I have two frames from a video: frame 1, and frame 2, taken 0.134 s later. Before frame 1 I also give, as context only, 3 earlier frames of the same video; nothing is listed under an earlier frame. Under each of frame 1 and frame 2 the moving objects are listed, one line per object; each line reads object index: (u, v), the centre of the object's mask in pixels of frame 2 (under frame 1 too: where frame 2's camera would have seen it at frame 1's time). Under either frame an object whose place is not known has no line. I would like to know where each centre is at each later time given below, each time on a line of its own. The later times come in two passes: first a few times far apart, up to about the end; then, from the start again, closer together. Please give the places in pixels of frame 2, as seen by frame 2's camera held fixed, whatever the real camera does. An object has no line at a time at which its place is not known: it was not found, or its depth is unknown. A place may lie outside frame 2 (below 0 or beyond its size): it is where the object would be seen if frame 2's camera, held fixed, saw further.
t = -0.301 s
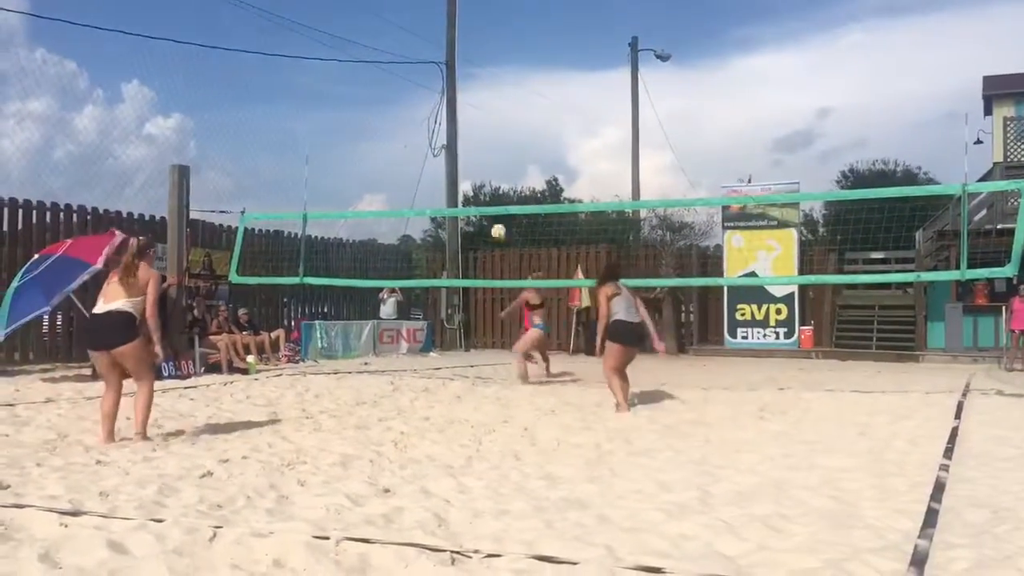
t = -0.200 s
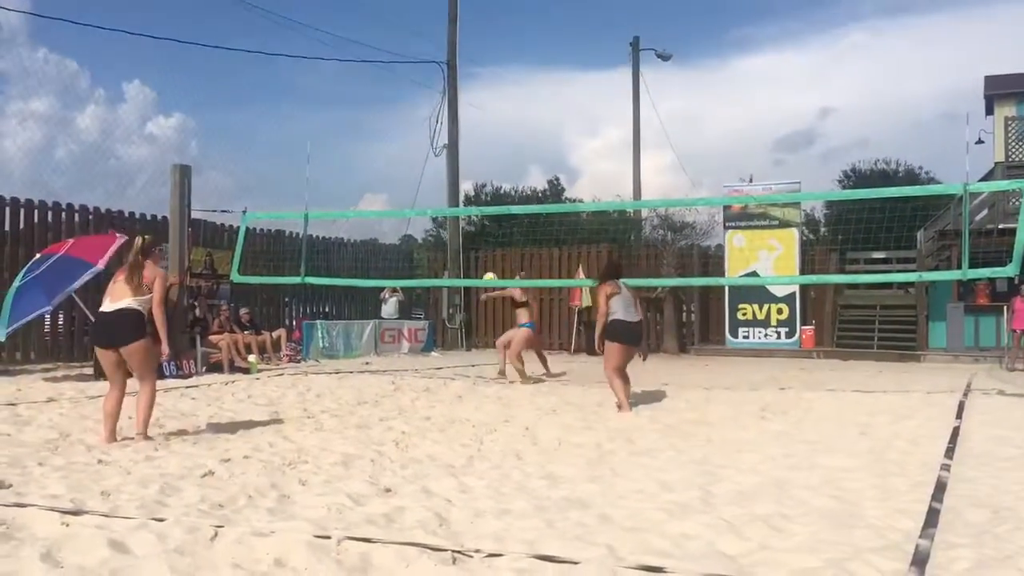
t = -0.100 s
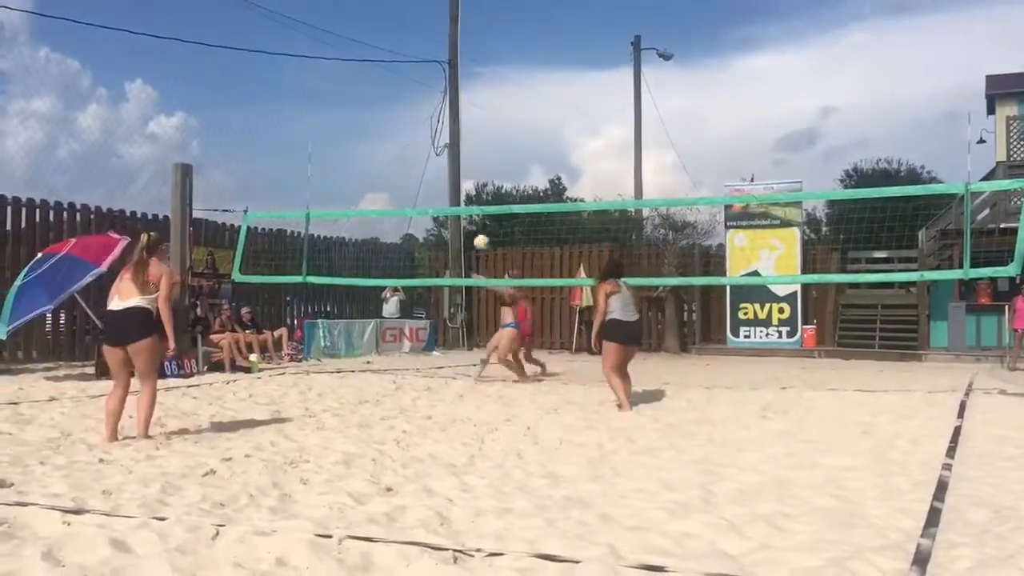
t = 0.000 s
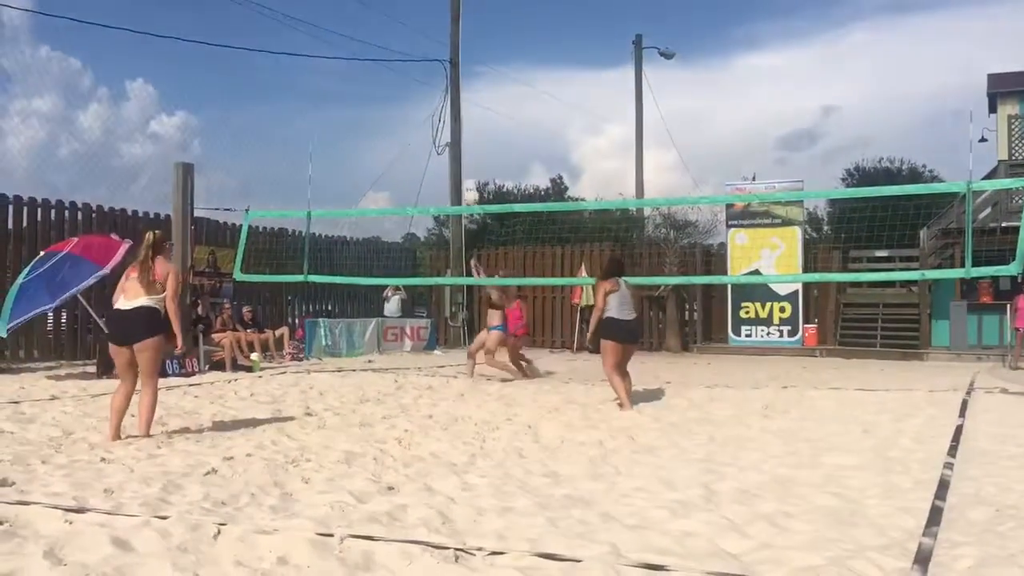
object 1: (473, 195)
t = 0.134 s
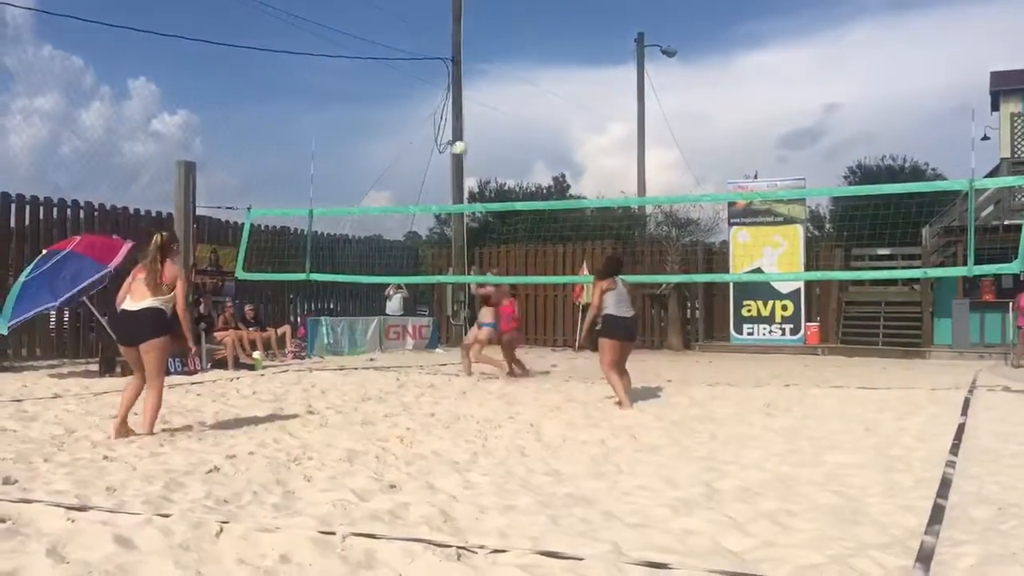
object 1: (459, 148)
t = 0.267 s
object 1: (445, 115)
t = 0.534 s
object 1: (414, 82)
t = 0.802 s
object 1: (381, 99)
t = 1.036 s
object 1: (351, 154)
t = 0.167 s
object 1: (455, 138)
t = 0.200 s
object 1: (453, 132)
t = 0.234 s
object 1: (449, 123)
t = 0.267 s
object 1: (445, 115)
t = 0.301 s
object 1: (441, 108)
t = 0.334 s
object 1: (437, 101)
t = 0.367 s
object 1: (434, 97)
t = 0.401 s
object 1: (430, 92)
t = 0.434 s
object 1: (426, 89)
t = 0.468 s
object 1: (423, 86)
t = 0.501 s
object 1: (418, 83)
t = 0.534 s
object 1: (414, 82)
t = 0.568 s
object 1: (410, 81)
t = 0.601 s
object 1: (407, 81)
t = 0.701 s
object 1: (394, 86)
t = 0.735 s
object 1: (390, 89)
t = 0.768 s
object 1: (386, 94)
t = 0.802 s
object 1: (381, 99)
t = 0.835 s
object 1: (377, 104)
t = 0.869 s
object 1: (373, 110)
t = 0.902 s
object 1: (368, 118)
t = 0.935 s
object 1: (365, 126)
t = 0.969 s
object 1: (361, 134)
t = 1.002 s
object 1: (356, 144)
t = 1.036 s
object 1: (351, 154)
